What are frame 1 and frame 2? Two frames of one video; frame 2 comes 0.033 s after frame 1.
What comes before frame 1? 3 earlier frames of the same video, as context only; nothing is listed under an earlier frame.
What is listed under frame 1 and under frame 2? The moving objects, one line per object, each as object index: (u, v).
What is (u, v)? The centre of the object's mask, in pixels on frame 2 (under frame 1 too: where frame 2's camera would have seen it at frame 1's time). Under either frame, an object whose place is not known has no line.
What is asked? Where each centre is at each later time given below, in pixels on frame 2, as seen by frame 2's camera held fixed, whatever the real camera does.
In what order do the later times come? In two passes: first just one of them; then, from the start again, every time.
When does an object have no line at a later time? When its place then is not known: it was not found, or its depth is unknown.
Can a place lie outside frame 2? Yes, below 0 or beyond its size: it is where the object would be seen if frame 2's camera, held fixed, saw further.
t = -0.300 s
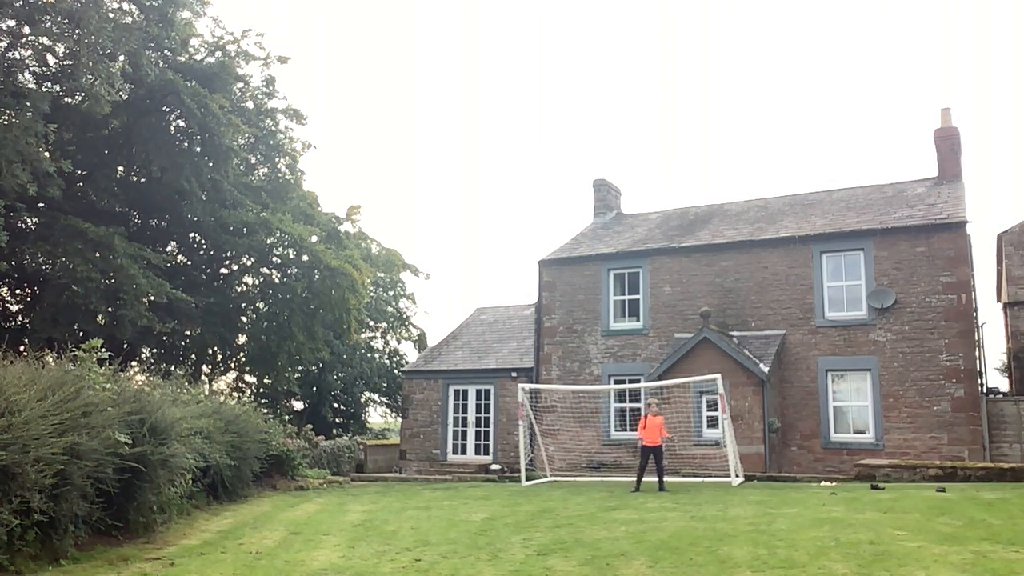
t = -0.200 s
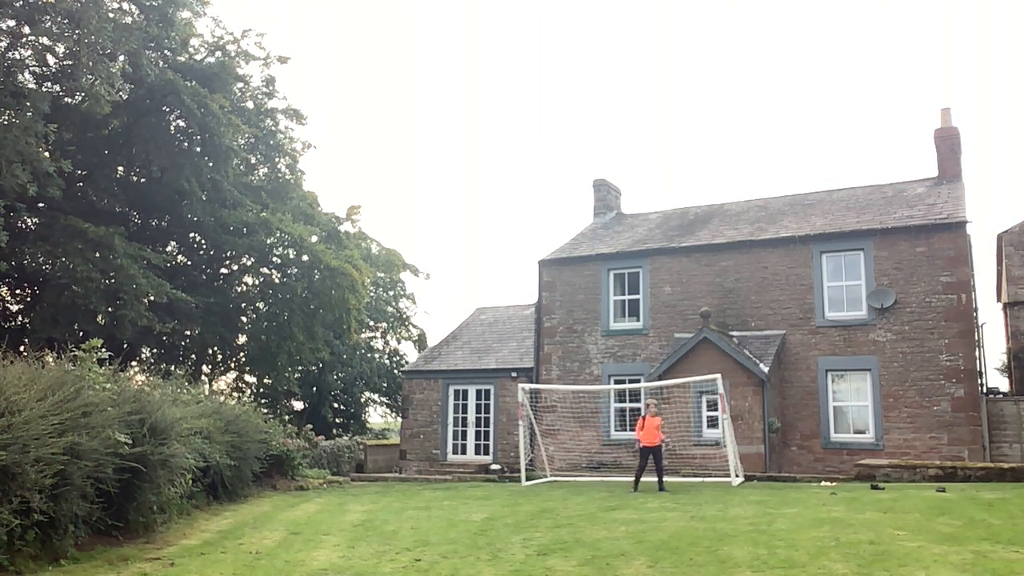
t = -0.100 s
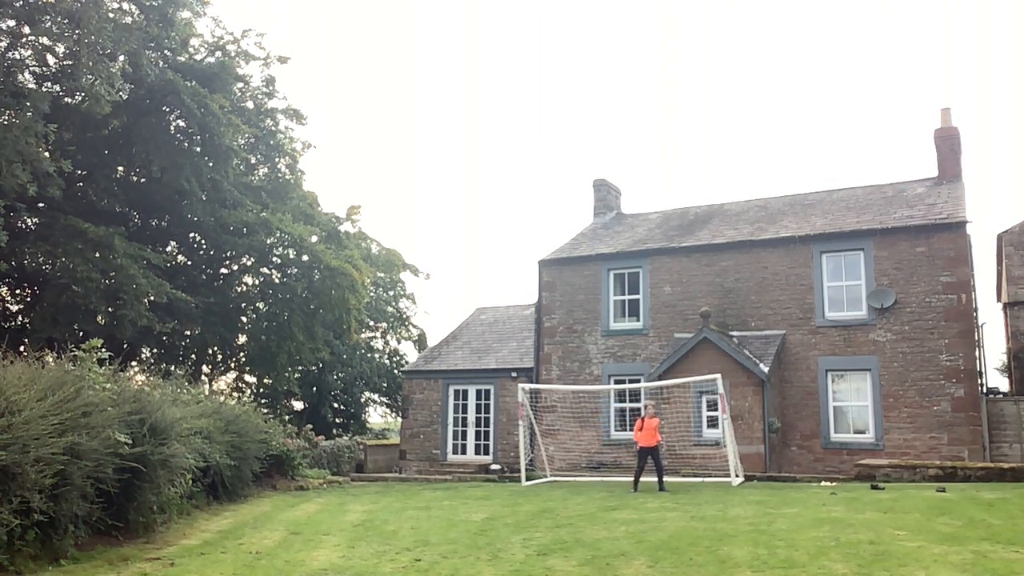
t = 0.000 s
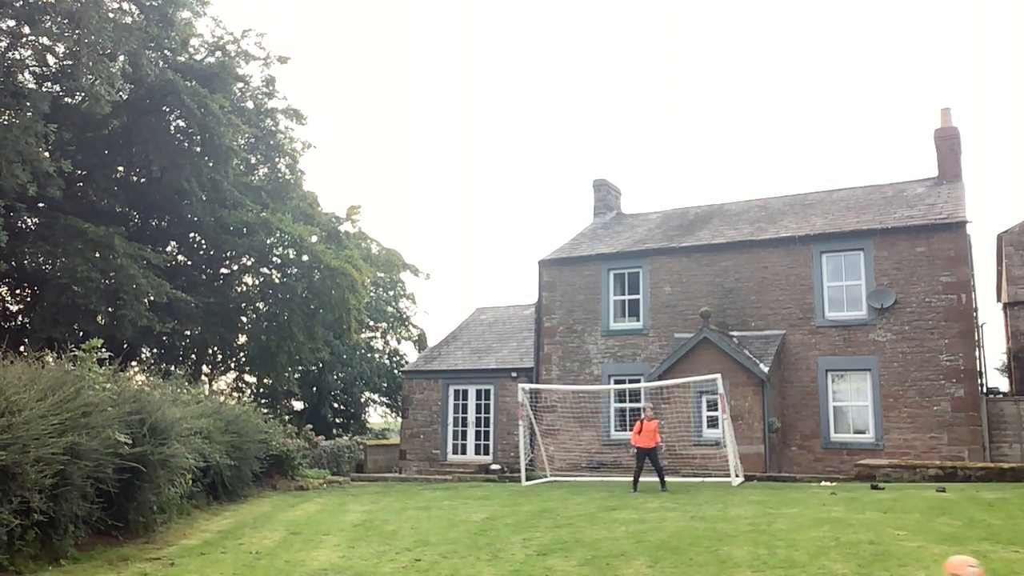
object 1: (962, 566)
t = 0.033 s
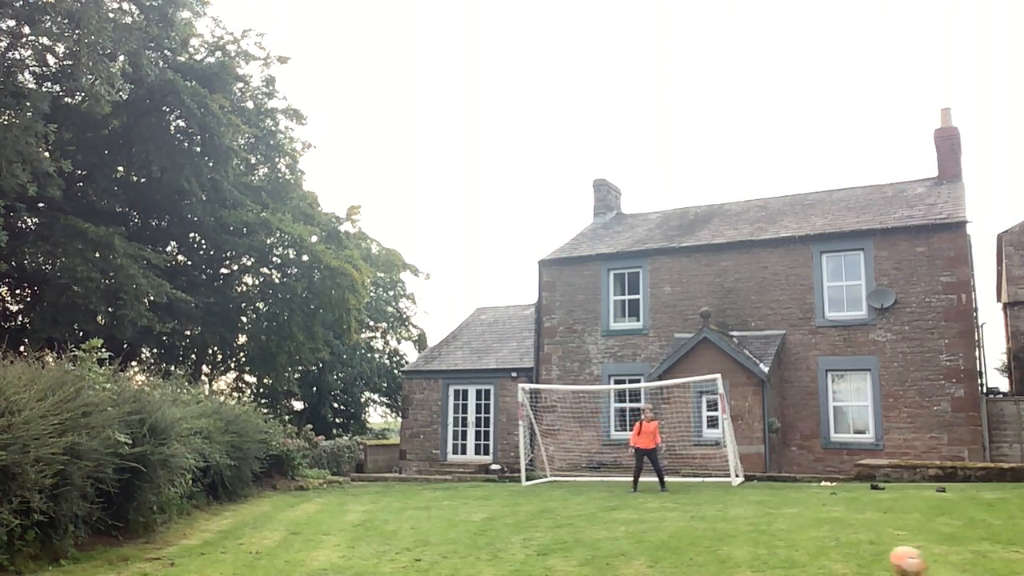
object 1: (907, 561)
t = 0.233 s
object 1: (710, 518)
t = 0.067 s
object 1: (860, 555)
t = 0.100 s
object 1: (819, 551)
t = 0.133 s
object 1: (785, 546)
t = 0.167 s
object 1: (756, 535)
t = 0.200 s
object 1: (731, 525)
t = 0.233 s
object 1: (710, 518)
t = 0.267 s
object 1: (690, 513)
